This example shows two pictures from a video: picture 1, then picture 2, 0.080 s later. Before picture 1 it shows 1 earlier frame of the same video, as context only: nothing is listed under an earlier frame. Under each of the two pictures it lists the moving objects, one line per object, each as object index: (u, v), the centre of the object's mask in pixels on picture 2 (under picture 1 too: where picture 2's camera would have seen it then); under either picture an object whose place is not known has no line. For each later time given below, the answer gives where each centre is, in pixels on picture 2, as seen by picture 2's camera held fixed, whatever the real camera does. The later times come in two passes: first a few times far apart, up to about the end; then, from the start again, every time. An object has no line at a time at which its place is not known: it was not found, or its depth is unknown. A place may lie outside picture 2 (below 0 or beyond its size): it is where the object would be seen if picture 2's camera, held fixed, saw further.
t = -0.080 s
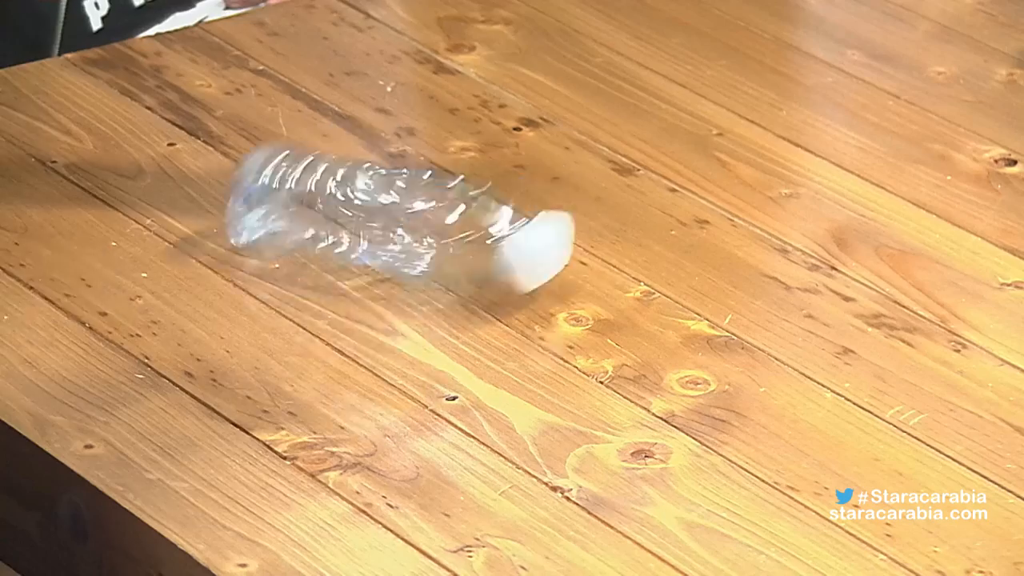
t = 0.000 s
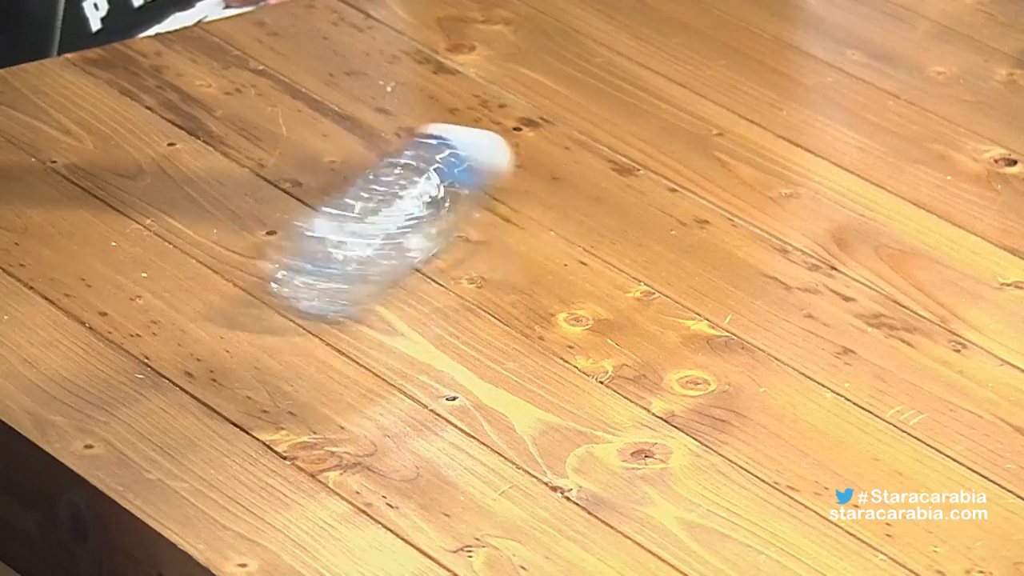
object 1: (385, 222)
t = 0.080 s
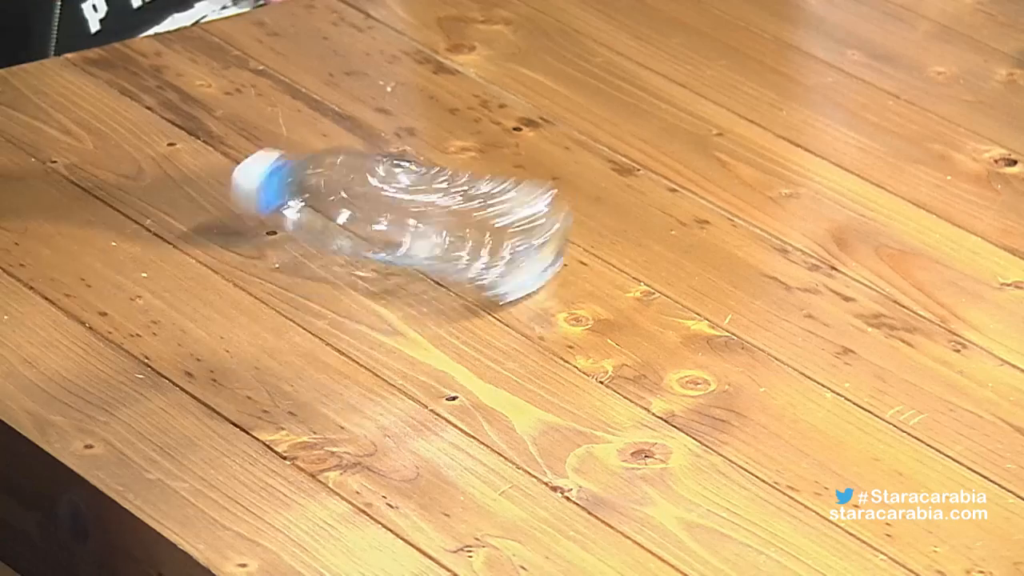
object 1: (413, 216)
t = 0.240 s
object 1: (418, 207)
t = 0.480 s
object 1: (445, 213)
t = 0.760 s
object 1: (445, 209)
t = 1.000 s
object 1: (475, 213)
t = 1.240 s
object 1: (461, 204)
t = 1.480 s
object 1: (443, 218)
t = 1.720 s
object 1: (472, 224)
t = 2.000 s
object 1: (473, 206)
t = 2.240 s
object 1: (439, 194)
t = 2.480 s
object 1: (414, 190)
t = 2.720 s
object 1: (412, 190)
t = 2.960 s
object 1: (412, 190)
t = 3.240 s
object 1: (412, 190)
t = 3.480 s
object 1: (412, 190)
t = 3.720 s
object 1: (412, 190)
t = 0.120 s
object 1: (417, 214)
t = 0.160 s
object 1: (420, 210)
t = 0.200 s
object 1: (420, 204)
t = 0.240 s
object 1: (418, 207)
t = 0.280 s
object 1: (421, 207)
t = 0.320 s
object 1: (421, 211)
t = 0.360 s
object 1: (416, 214)
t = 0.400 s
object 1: (428, 221)
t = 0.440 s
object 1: (440, 217)
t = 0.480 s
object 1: (445, 213)
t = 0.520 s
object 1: (448, 213)
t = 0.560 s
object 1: (449, 209)
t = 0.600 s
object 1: (446, 205)
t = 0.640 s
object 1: (442, 204)
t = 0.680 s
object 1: (443, 206)
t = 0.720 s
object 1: (443, 206)
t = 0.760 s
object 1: (445, 209)
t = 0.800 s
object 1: (443, 211)
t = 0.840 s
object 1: (443, 217)
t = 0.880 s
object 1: (453, 222)
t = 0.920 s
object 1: (466, 220)
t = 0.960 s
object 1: (472, 216)
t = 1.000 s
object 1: (475, 213)
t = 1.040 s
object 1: (476, 211)
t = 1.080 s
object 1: (477, 209)
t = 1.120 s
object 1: (475, 206)
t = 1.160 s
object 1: (472, 203)
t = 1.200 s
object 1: (467, 201)
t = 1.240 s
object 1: (461, 204)
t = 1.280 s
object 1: (459, 208)
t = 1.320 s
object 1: (454, 206)
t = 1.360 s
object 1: (453, 209)
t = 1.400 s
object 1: (449, 211)
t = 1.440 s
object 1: (446, 215)
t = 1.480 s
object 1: (443, 218)
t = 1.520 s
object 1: (442, 223)
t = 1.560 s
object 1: (446, 228)
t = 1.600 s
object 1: (455, 231)
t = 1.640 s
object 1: (463, 230)
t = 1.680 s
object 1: (468, 228)
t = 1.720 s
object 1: (472, 224)
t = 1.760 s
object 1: (475, 220)
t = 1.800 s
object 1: (476, 218)
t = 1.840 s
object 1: (475, 216)
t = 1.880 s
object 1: (475, 214)
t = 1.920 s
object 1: (476, 211)
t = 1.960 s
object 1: (475, 209)
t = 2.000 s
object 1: (473, 206)
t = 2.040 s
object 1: (469, 205)
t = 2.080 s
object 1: (465, 202)
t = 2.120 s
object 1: (458, 200)
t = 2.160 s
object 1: (452, 198)
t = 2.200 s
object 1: (446, 196)
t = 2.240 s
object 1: (439, 194)
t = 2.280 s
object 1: (433, 192)
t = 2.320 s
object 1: (428, 191)
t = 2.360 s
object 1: (423, 190)
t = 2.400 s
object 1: (419, 190)
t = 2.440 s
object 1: (416, 190)
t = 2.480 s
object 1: (414, 190)
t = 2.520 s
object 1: (412, 190)
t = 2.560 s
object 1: (412, 190)
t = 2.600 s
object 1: (412, 190)
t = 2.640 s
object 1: (412, 190)
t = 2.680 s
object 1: (412, 190)
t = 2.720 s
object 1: (412, 190)
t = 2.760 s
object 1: (412, 190)
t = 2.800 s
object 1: (412, 190)
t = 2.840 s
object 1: (412, 190)
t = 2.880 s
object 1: (412, 190)
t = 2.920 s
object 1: (412, 190)
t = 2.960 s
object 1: (412, 190)
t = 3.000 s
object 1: (412, 190)
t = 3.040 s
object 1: (412, 190)
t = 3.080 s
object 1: (412, 190)
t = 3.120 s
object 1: (412, 190)
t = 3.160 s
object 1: (412, 190)
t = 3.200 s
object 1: (412, 190)
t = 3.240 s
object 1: (412, 190)
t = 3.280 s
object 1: (412, 190)
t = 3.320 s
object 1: (412, 190)
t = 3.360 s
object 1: (412, 190)
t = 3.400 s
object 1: (412, 190)
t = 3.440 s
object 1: (412, 190)
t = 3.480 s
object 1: (412, 190)
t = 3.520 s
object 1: (412, 190)
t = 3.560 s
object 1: (412, 190)
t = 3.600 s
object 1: (412, 190)
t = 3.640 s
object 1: (412, 190)
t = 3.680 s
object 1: (412, 190)
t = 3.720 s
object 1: (412, 190)
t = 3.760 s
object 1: (412, 190)
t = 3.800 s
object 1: (412, 190)
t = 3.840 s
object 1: (412, 190)
